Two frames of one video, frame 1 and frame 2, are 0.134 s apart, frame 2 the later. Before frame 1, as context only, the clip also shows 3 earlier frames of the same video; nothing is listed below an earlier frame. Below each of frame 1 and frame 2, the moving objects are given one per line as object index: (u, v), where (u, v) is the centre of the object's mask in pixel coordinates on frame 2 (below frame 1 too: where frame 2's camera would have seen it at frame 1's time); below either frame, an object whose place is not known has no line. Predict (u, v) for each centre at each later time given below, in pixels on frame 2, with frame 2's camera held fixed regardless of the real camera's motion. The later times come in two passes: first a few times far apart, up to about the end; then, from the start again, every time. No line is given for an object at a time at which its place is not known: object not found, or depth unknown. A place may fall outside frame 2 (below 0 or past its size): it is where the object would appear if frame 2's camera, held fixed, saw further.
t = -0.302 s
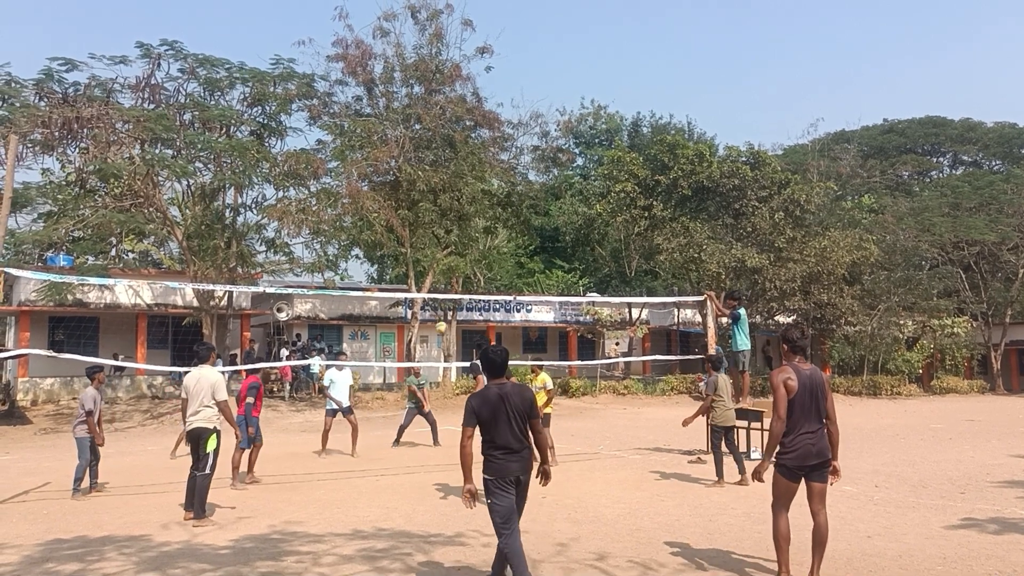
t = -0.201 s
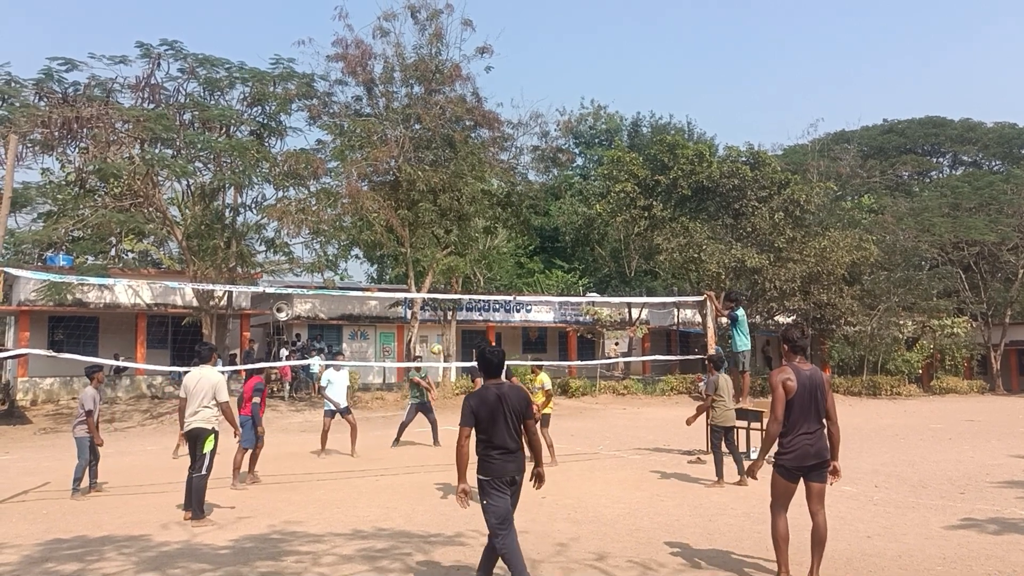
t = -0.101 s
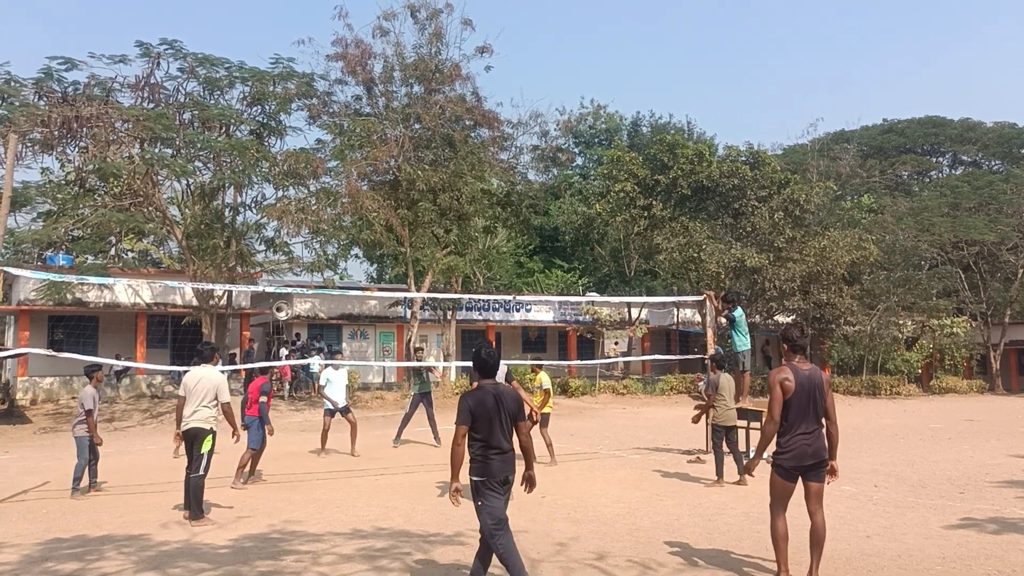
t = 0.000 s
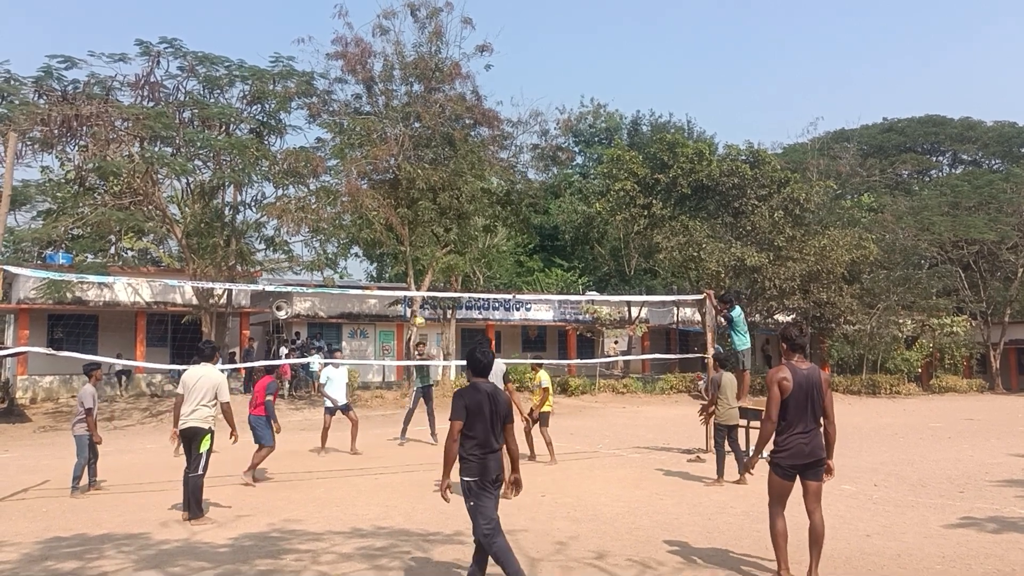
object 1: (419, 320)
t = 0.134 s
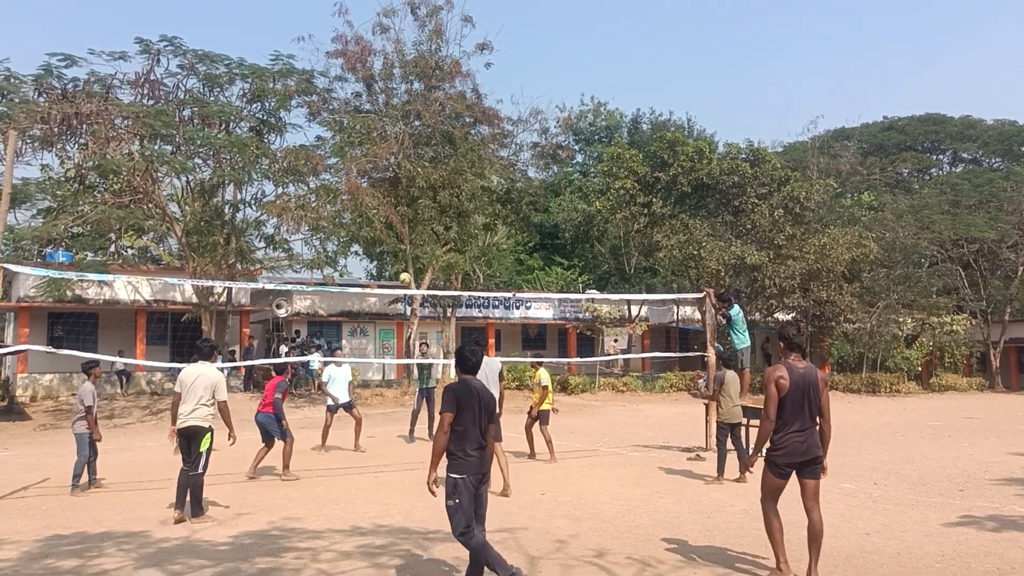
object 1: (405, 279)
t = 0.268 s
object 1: (389, 246)
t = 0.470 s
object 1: (366, 214)
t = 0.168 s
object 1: (400, 269)
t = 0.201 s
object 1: (397, 261)
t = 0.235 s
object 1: (393, 253)
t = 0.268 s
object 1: (389, 246)
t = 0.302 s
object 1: (385, 239)
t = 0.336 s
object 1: (381, 233)
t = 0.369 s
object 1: (377, 227)
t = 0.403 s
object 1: (373, 222)
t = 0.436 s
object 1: (370, 218)
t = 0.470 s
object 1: (366, 214)
